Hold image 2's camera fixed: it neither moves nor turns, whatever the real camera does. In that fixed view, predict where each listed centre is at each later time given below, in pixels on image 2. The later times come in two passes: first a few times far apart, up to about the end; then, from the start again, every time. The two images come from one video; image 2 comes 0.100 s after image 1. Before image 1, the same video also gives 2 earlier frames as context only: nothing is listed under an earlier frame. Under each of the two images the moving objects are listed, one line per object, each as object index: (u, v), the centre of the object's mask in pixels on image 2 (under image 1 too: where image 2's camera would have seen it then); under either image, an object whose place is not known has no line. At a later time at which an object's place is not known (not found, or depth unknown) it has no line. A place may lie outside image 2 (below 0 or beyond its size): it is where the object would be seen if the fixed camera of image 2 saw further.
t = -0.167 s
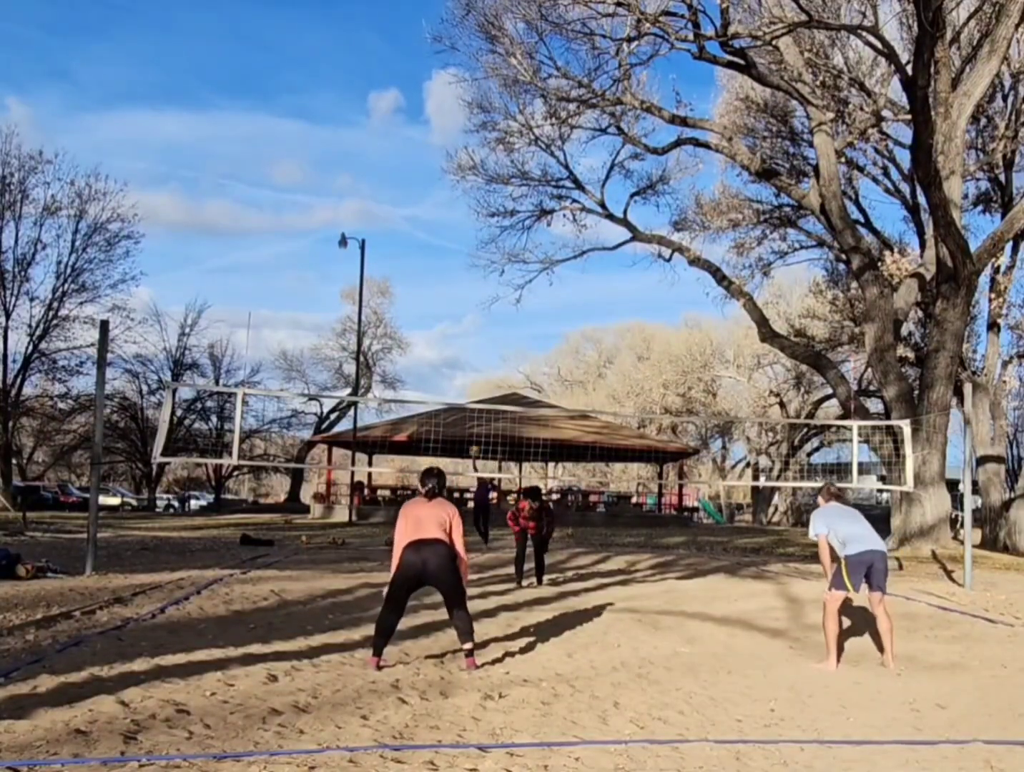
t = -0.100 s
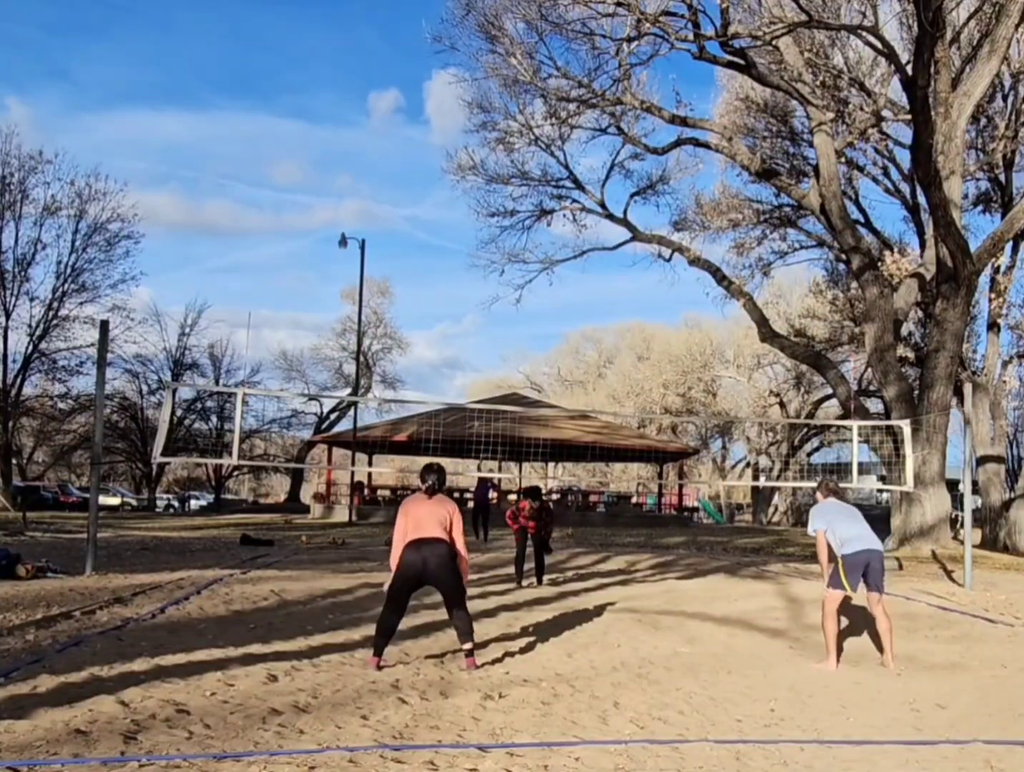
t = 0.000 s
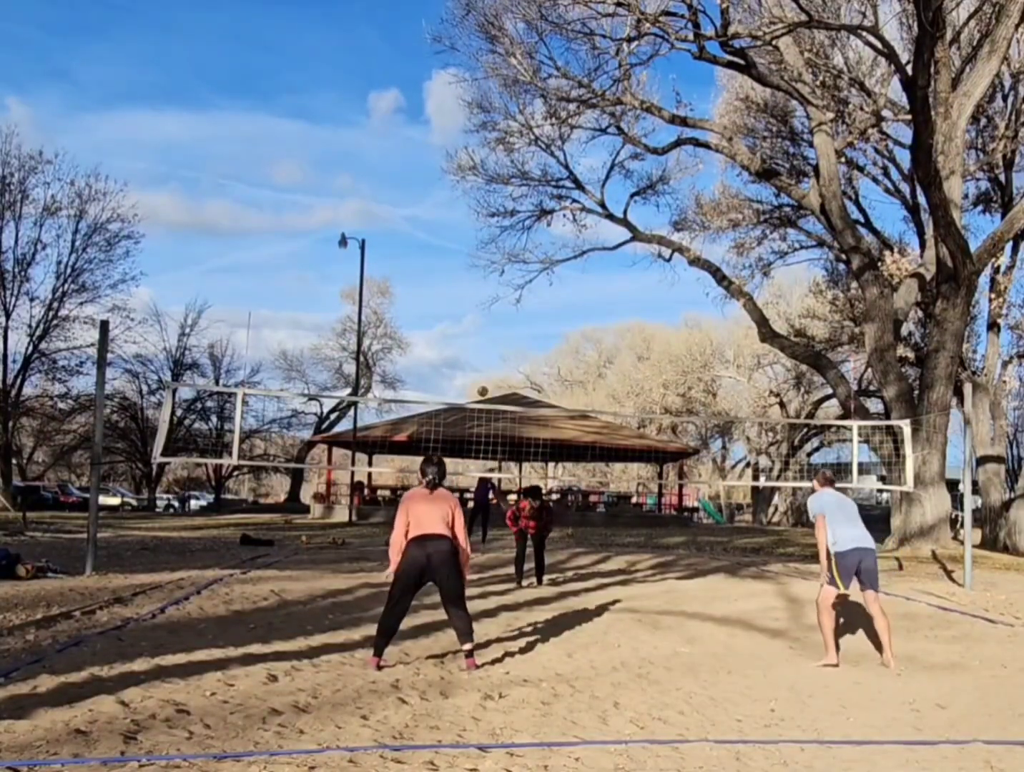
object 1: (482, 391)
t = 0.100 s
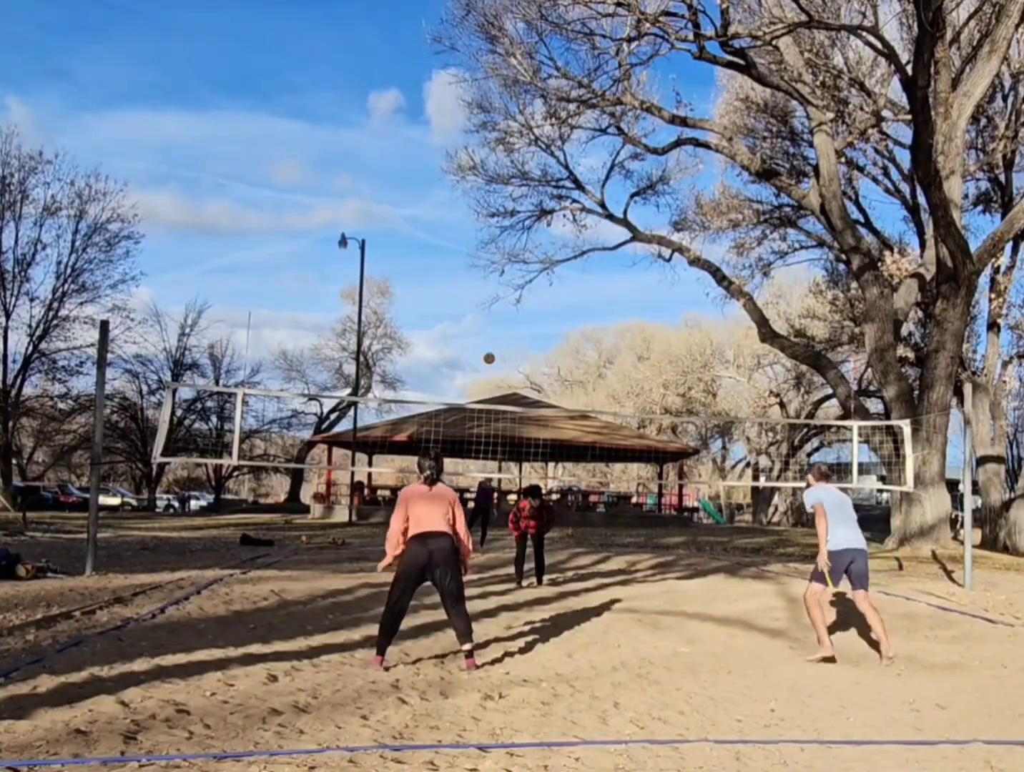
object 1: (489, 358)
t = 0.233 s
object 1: (499, 318)
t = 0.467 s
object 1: (520, 263)
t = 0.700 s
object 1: (542, 230)
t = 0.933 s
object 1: (569, 237)
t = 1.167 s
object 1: (593, 296)
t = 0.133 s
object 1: (491, 348)
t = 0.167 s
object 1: (494, 338)
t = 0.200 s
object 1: (496, 328)
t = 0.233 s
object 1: (499, 318)
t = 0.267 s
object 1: (502, 309)
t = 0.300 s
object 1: (504, 301)
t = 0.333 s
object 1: (508, 292)
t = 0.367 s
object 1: (510, 285)
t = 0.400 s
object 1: (513, 277)
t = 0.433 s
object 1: (517, 270)
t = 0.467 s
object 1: (520, 263)
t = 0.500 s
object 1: (523, 257)
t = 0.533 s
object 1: (526, 251)
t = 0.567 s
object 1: (529, 246)
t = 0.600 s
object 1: (532, 241)
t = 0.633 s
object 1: (535, 237)
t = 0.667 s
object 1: (539, 233)
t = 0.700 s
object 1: (542, 230)
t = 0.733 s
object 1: (546, 229)
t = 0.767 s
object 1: (550, 228)
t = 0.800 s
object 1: (553, 228)
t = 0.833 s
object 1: (556, 229)
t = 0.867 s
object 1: (561, 231)
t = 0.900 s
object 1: (565, 234)
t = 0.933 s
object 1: (569, 237)
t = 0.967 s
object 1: (572, 242)
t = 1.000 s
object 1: (576, 248)
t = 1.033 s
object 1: (579, 255)
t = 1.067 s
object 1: (583, 263)
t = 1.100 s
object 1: (587, 273)
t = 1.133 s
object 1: (590, 284)
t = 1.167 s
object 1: (593, 296)
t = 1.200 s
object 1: (597, 310)
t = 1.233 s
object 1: (601, 326)
